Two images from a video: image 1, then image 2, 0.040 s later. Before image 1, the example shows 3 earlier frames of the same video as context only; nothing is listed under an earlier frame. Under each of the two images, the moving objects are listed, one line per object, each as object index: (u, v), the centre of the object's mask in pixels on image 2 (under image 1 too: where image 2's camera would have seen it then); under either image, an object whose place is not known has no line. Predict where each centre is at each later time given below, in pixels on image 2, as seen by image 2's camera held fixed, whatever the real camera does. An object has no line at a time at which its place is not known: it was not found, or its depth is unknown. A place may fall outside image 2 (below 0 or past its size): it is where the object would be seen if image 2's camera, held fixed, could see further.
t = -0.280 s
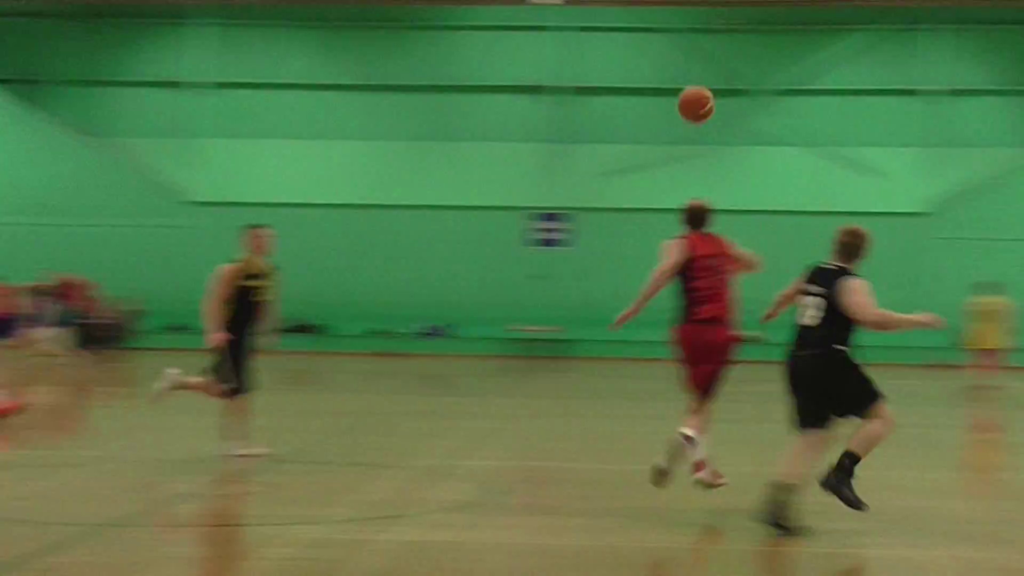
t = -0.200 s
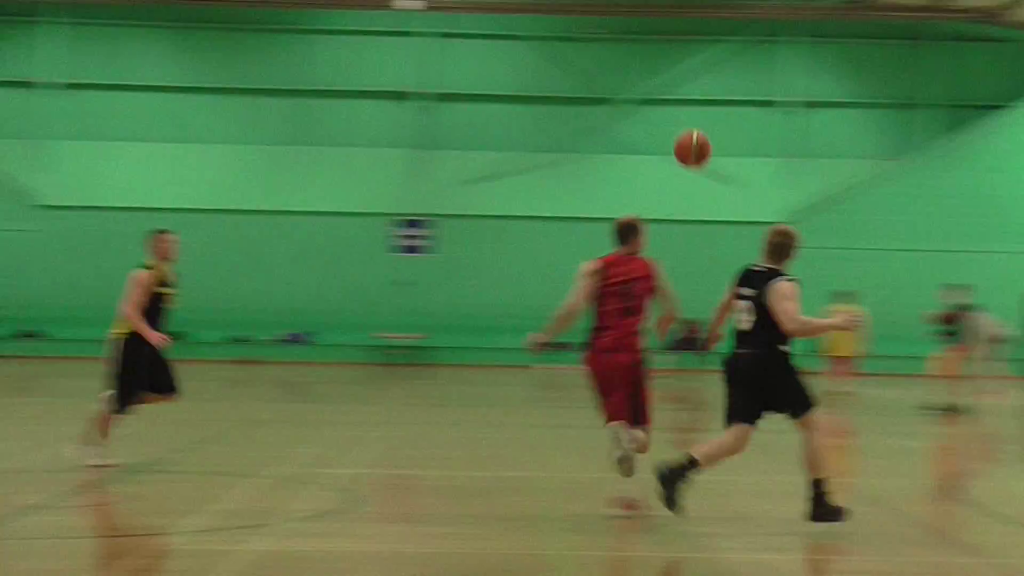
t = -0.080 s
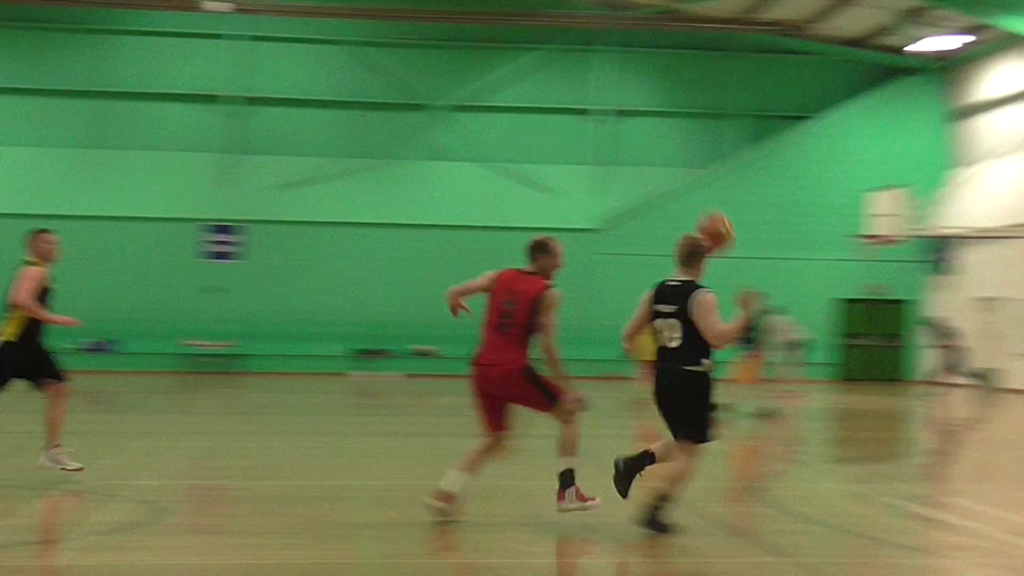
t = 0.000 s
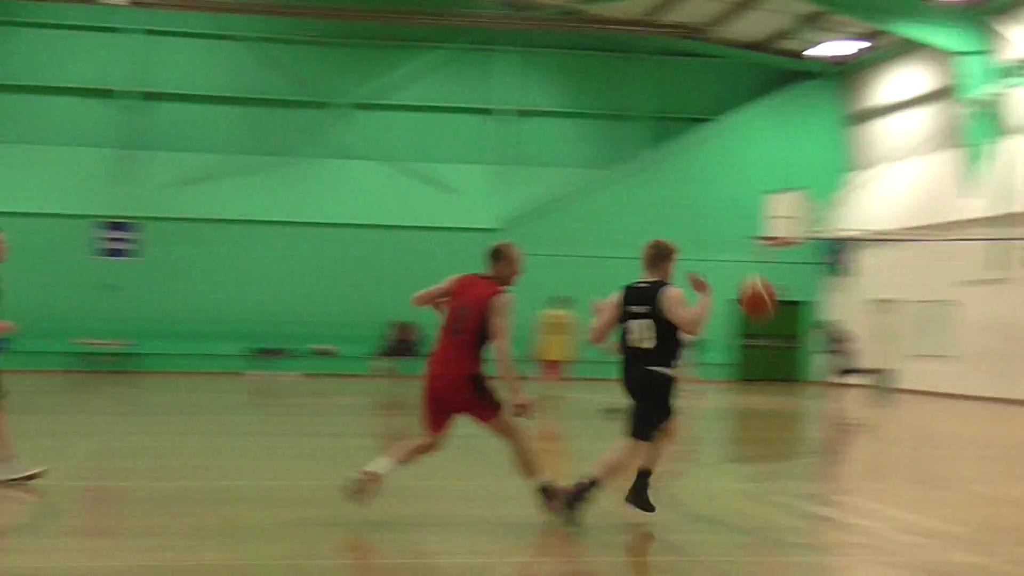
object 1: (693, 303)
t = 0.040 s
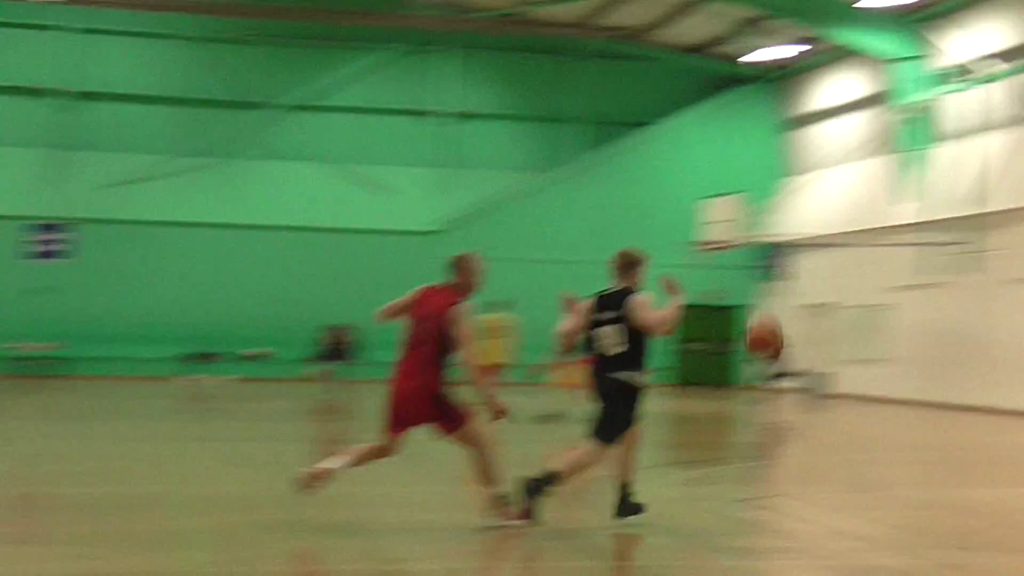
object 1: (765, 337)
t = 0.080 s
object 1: (836, 376)
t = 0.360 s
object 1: (1255, 411)
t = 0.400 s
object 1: (1304, 384)
